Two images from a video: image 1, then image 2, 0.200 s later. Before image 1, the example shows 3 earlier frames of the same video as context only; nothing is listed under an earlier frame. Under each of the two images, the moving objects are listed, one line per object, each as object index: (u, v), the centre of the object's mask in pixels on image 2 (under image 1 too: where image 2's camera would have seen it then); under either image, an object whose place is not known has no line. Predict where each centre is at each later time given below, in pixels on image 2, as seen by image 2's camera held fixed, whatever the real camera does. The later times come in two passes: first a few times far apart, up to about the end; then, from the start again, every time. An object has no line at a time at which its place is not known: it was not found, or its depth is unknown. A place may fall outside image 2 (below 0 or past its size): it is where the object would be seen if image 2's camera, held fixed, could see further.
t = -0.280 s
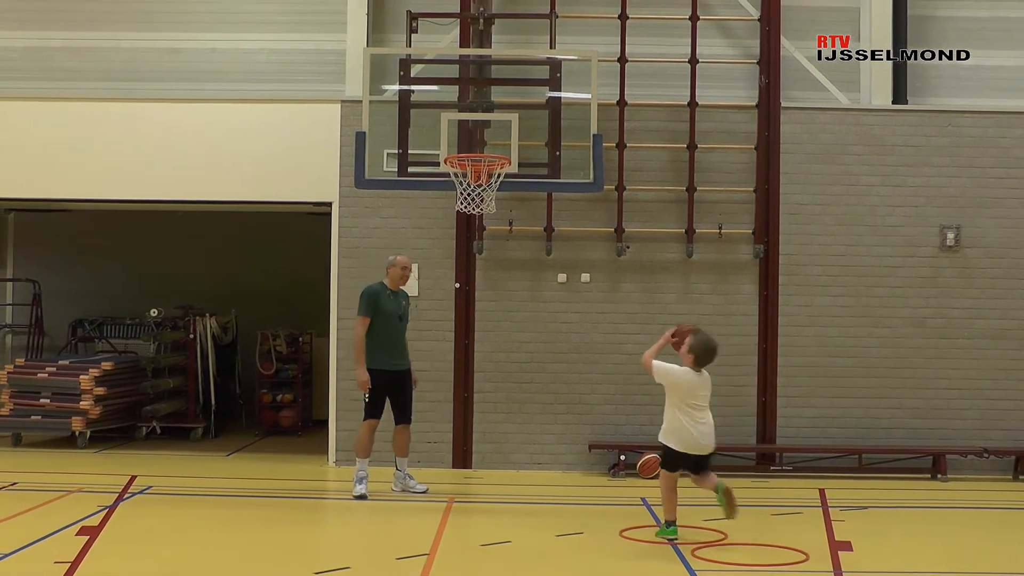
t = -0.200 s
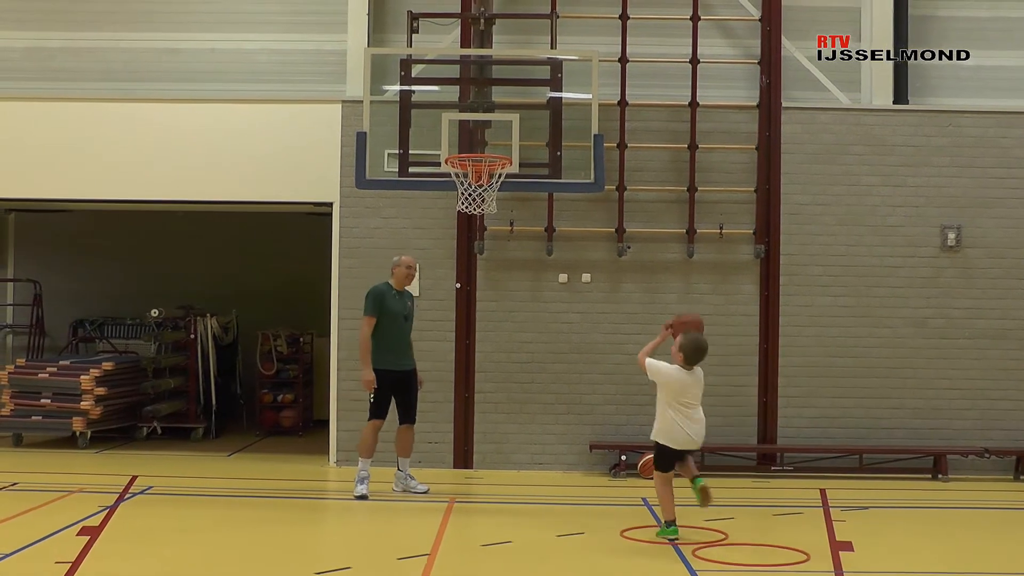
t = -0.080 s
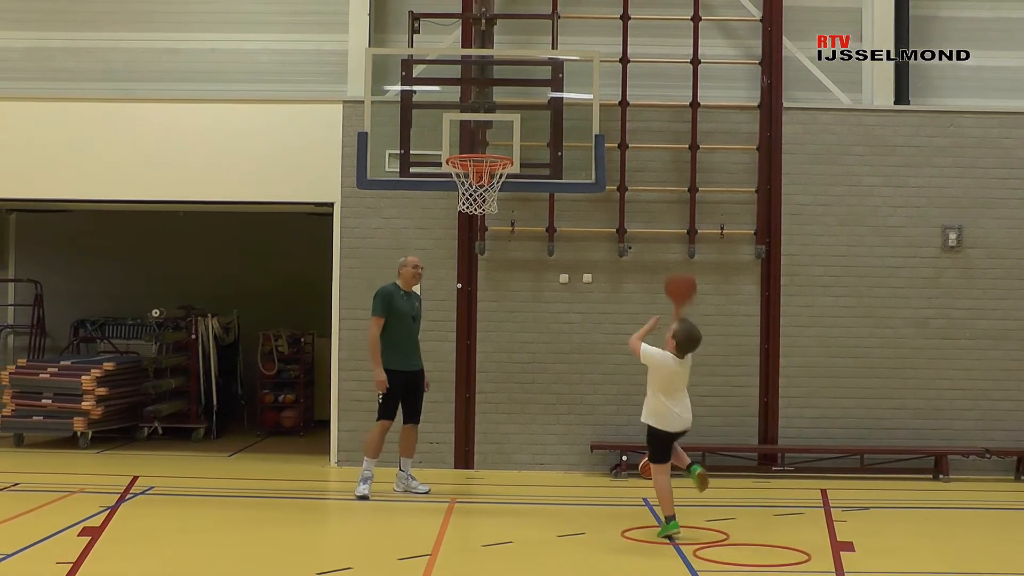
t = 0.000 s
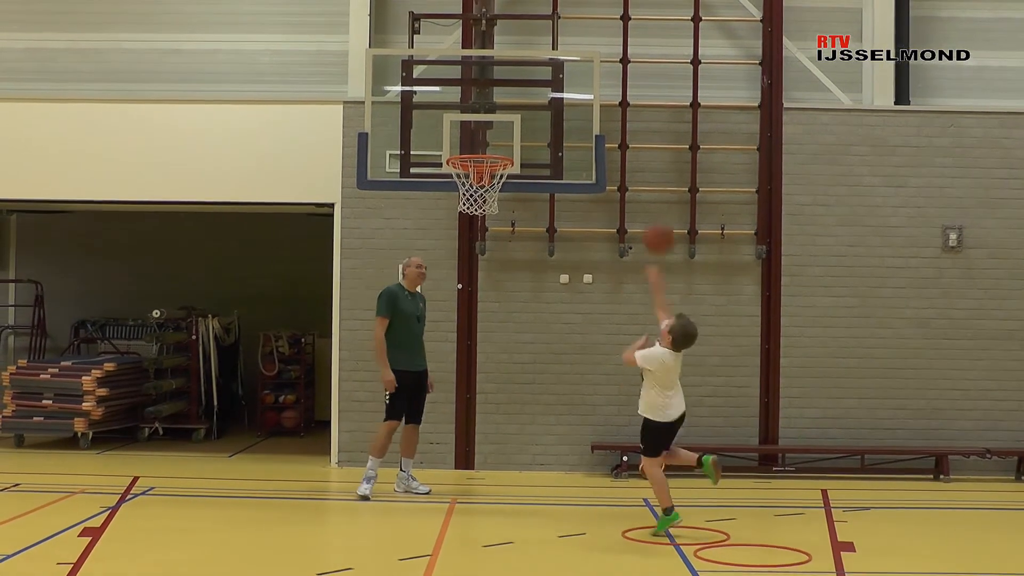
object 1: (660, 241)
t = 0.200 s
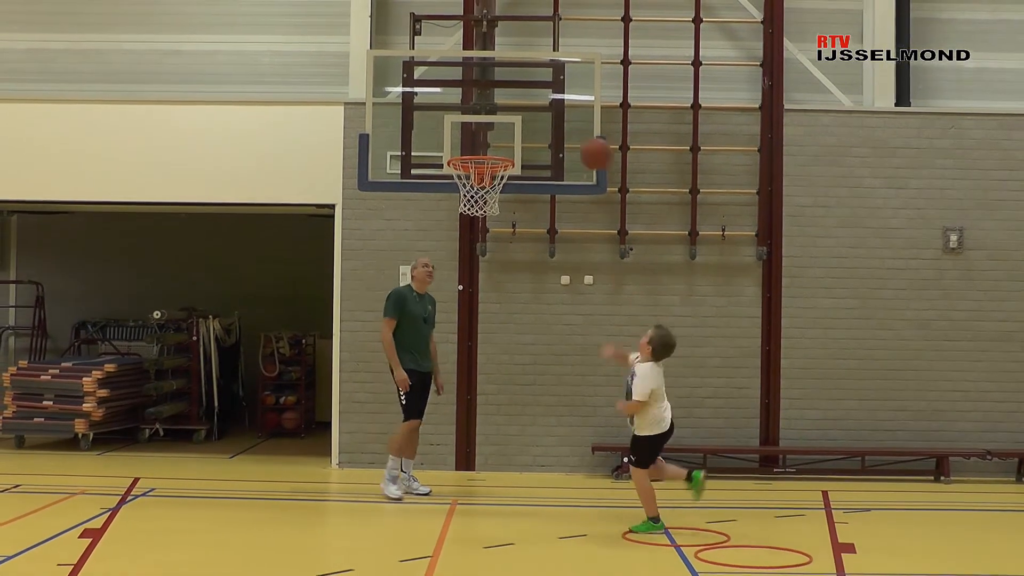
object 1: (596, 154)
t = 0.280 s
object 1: (571, 137)
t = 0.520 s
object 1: (500, 138)
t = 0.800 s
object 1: (465, 132)
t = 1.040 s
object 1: (442, 146)
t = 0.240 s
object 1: (583, 144)
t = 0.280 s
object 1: (571, 137)
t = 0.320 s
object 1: (559, 132)
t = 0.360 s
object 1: (548, 130)
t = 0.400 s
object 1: (536, 130)
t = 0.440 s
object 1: (523, 130)
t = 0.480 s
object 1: (512, 133)
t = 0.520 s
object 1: (500, 138)
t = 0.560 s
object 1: (489, 144)
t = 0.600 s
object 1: (480, 146)
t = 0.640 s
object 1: (476, 142)
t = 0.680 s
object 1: (473, 138)
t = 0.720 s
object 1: (470, 134)
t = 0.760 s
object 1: (468, 132)
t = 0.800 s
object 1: (465, 132)
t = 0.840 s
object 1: (462, 134)
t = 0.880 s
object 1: (459, 138)
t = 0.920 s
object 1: (456, 144)
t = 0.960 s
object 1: (452, 147)
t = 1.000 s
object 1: (447, 146)
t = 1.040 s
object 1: (442, 146)
